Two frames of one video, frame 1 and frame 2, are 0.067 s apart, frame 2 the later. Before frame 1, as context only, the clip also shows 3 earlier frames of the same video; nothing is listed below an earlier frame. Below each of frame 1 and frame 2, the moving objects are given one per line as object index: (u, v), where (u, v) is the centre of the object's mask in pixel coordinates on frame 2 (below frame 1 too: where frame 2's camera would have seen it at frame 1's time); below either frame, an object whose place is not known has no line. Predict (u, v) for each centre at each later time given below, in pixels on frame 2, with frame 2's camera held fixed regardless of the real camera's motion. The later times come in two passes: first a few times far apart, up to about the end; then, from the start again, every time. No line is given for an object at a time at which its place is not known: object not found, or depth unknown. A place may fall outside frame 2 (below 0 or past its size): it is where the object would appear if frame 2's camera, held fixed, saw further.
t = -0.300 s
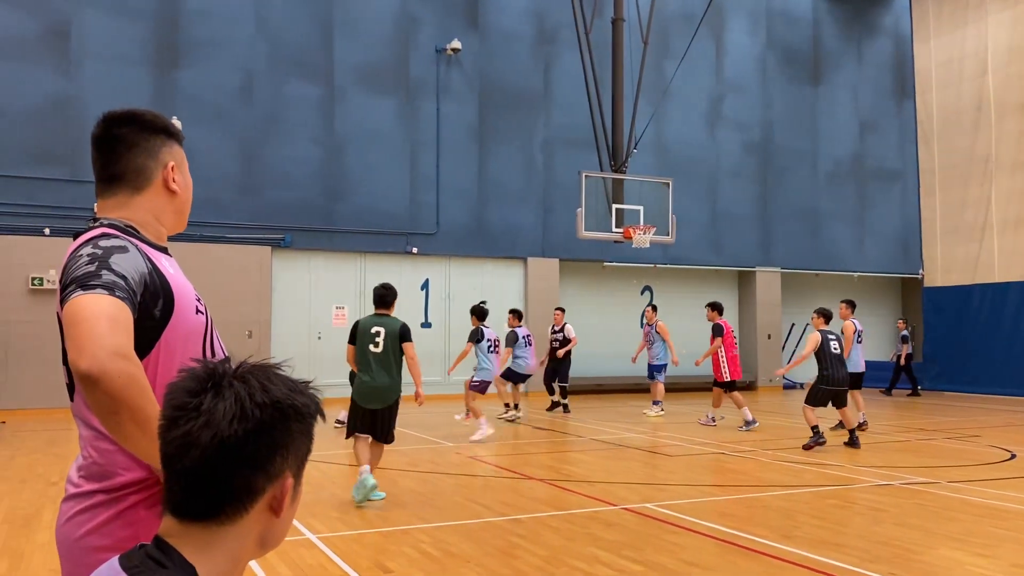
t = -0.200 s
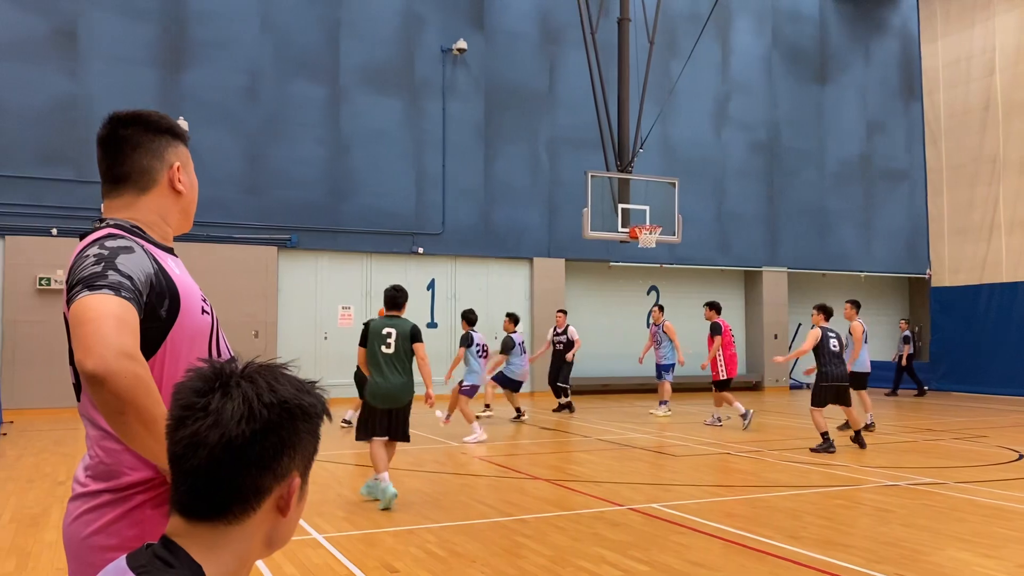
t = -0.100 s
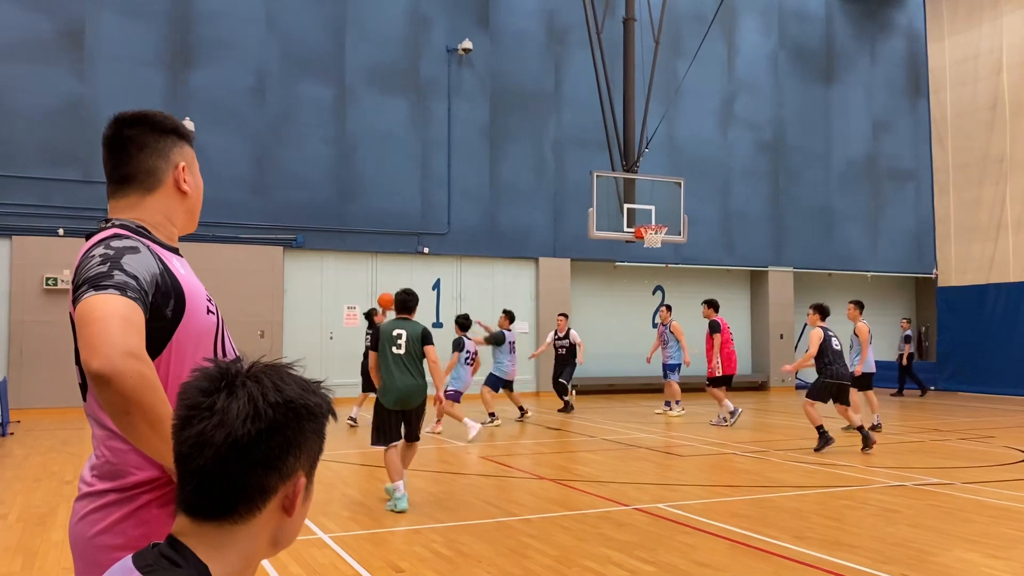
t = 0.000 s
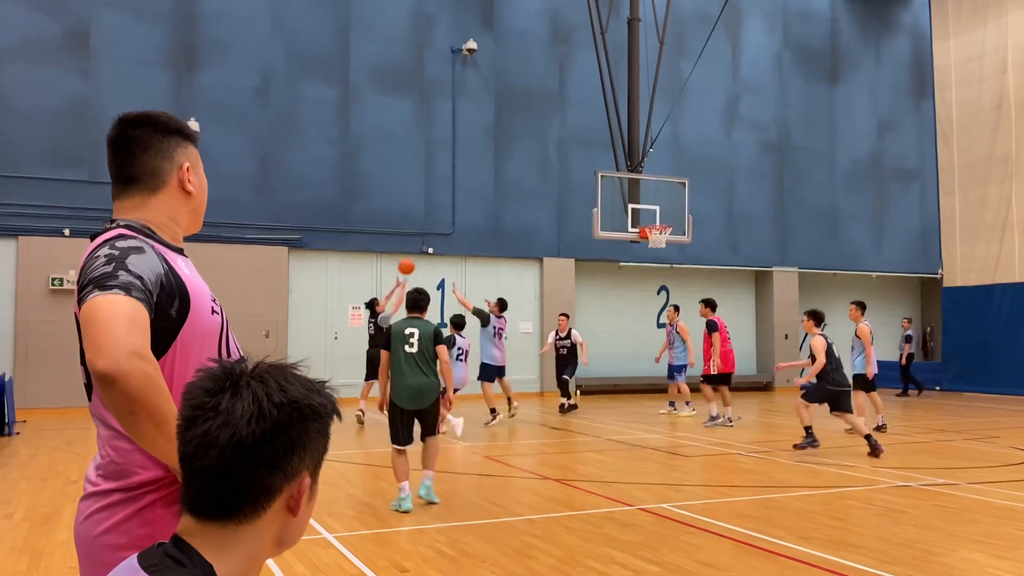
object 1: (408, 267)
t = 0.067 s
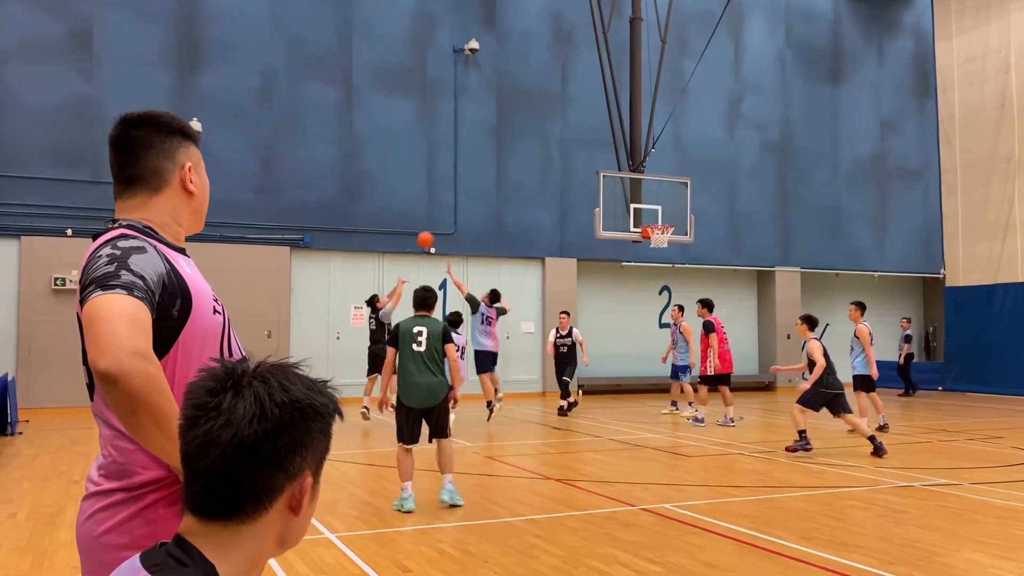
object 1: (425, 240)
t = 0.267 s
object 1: (473, 182)
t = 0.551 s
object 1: (535, 149)
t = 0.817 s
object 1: (589, 164)
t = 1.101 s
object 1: (640, 222)
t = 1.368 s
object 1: (620, 205)
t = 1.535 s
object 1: (614, 214)
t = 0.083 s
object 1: (429, 234)
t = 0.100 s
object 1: (433, 228)
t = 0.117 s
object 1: (437, 223)
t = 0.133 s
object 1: (442, 217)
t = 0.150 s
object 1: (445, 212)
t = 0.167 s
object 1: (450, 207)
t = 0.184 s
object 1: (453, 203)
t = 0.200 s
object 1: (457, 198)
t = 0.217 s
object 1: (461, 194)
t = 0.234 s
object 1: (465, 190)
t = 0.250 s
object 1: (469, 186)
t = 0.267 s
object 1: (473, 182)
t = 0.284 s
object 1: (477, 179)
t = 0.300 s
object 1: (481, 176)
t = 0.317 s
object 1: (484, 172)
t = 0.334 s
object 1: (488, 170)
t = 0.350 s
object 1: (491, 167)
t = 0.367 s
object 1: (496, 165)
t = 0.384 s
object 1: (499, 162)
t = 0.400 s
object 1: (503, 160)
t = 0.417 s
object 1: (507, 158)
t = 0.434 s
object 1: (510, 156)
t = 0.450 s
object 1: (513, 155)
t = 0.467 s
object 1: (517, 153)
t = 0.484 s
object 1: (521, 152)
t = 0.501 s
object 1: (524, 151)
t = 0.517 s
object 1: (528, 150)
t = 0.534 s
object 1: (531, 149)
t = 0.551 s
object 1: (535, 149)
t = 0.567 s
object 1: (538, 149)
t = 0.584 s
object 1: (542, 149)
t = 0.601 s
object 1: (546, 148)
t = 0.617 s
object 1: (549, 149)
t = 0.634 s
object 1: (553, 149)
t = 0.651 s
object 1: (556, 149)
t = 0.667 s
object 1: (559, 150)
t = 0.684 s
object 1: (562, 151)
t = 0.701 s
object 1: (566, 153)
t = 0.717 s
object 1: (569, 154)
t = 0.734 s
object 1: (573, 155)
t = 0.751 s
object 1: (576, 156)
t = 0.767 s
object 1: (579, 158)
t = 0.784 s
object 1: (582, 160)
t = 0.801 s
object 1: (585, 162)
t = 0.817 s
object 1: (589, 164)
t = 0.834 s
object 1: (592, 166)
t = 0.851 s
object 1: (595, 169)
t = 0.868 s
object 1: (598, 171)
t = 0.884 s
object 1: (601, 174)
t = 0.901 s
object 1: (604, 177)
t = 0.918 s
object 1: (607, 180)
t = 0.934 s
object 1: (611, 183)
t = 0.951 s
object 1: (614, 187)
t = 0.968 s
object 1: (617, 190)
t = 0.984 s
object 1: (620, 194)
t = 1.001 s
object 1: (623, 198)
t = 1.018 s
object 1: (626, 202)
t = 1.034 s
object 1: (629, 206)
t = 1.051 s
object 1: (633, 210)
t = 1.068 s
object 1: (636, 215)
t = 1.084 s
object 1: (638, 219)
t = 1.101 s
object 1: (640, 222)
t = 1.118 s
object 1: (638, 221)
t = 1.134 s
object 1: (634, 219)
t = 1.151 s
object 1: (629, 217)
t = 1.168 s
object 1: (626, 215)
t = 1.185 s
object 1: (626, 213)
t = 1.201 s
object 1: (625, 212)
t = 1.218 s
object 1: (624, 210)
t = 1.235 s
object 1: (623, 209)
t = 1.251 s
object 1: (623, 208)
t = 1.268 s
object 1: (623, 207)
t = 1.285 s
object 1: (622, 206)
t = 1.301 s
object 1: (622, 205)
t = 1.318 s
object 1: (622, 205)
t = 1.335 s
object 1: (621, 205)
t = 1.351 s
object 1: (621, 205)
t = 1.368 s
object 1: (620, 205)
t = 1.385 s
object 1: (619, 205)
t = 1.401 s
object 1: (619, 205)
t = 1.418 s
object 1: (618, 205)
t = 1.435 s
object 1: (618, 206)
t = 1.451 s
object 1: (617, 207)
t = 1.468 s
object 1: (617, 208)
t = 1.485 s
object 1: (616, 209)
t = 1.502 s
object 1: (616, 210)
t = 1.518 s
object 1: (615, 212)
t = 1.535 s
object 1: (614, 214)
